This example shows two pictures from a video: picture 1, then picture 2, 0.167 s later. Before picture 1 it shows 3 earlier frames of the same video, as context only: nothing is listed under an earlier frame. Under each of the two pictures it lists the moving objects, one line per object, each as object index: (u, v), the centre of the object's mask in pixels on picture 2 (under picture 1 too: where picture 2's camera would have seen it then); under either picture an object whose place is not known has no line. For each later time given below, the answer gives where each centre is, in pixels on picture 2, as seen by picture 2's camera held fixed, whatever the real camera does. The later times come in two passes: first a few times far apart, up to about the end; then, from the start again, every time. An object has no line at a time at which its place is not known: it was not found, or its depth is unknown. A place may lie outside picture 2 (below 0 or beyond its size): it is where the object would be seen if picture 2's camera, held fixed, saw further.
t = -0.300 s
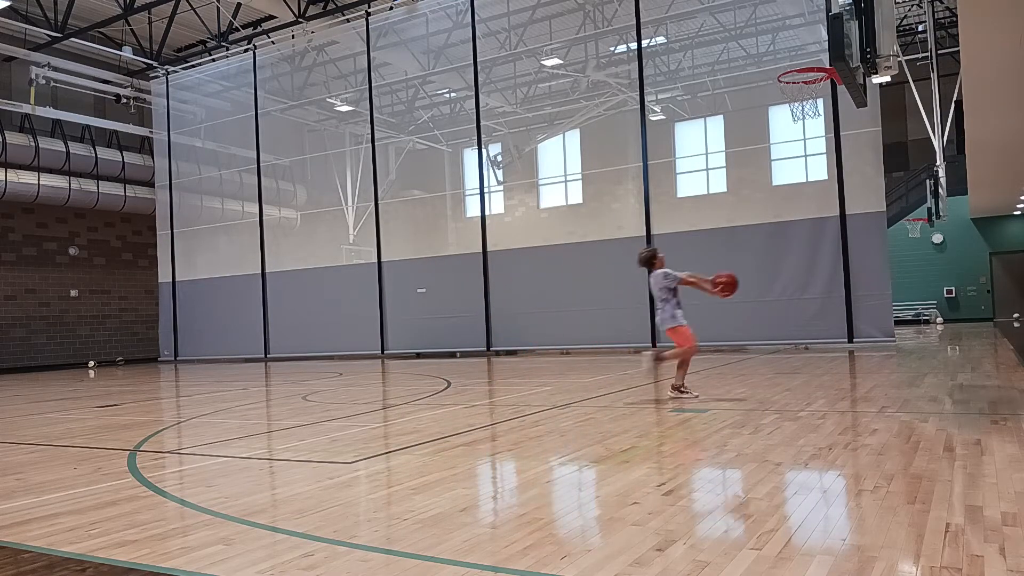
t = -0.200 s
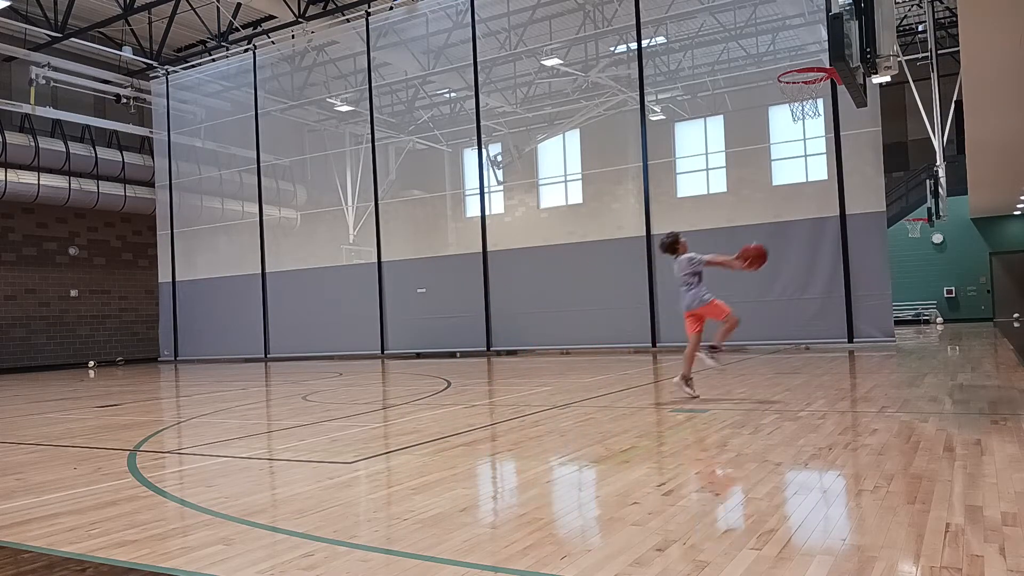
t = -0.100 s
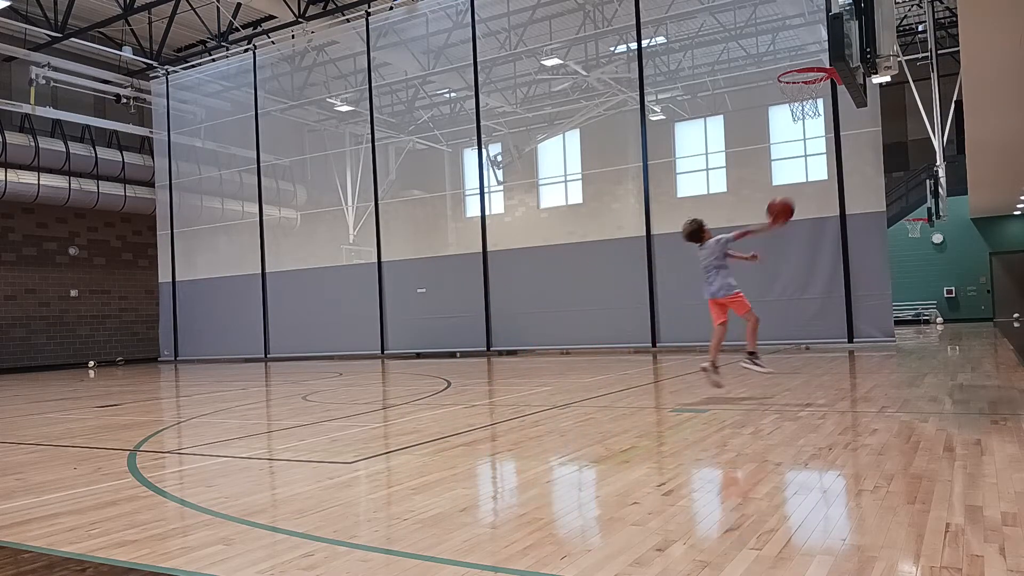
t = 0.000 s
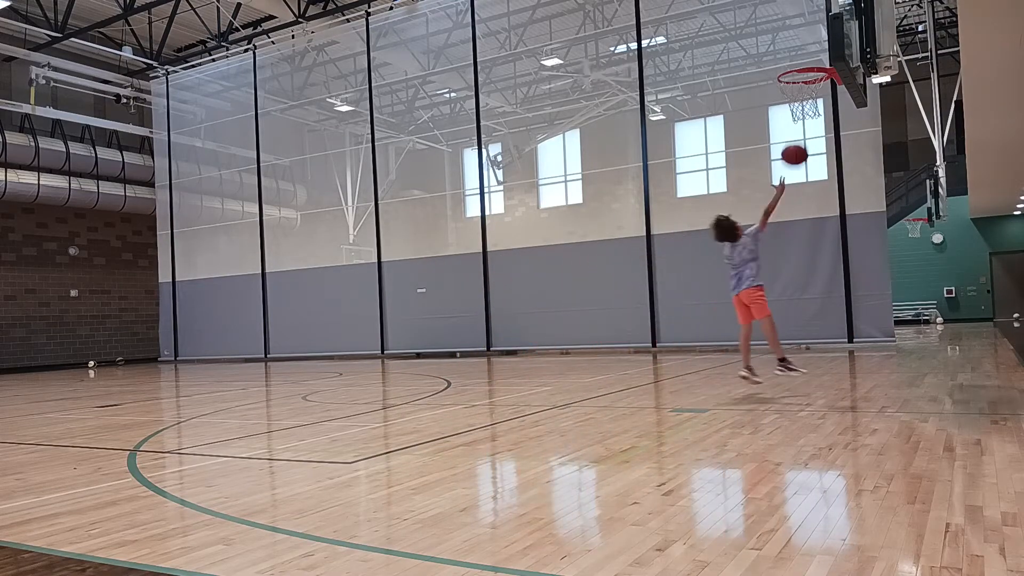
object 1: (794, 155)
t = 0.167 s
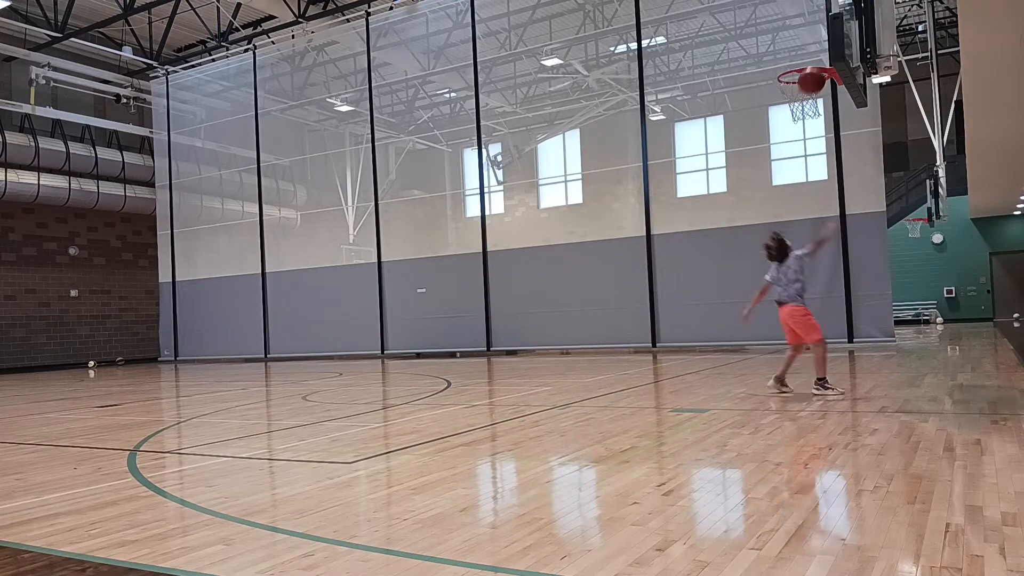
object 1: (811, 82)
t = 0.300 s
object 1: (822, 44)
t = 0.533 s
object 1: (809, 36)
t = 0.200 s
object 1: (815, 71)
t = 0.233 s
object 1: (818, 60)
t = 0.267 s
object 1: (820, 52)
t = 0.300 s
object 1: (822, 44)
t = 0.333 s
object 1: (821, 39)
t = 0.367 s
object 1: (820, 36)
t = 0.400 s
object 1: (818, 33)
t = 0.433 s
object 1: (817, 32)
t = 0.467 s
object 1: (814, 32)
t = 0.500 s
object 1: (811, 34)
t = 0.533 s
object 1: (809, 36)
